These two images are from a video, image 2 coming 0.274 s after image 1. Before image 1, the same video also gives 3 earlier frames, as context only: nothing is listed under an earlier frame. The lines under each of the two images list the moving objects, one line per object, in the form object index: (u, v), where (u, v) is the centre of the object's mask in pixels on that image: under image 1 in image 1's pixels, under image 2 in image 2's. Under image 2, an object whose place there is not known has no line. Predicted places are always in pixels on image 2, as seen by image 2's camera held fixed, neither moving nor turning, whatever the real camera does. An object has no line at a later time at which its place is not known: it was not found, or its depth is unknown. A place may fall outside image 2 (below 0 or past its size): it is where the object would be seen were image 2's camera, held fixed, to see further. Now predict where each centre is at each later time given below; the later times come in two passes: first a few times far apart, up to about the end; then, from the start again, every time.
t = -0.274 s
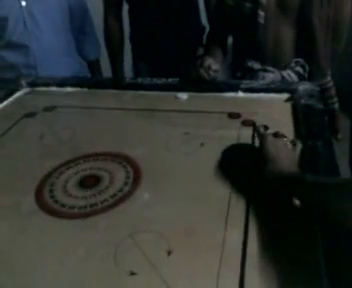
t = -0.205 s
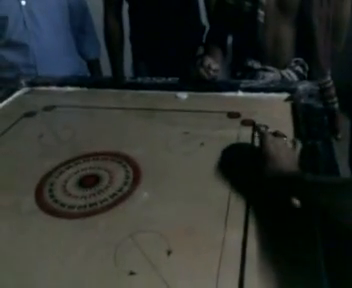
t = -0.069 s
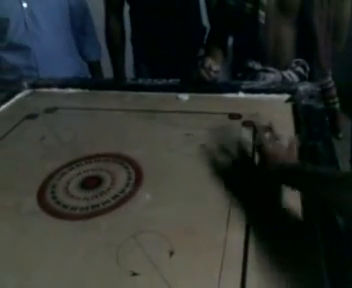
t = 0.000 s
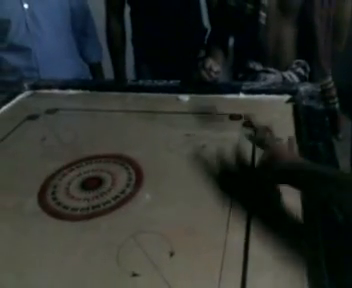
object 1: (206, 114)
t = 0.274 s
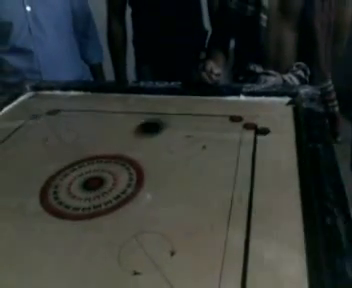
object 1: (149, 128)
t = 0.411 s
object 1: (131, 139)
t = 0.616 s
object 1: (121, 145)
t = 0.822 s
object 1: (121, 145)
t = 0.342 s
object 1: (139, 135)
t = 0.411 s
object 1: (131, 139)
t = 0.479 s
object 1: (124, 143)
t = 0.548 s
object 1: (122, 144)
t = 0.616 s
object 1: (121, 145)
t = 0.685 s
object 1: (121, 145)
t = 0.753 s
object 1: (120, 145)
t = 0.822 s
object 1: (121, 145)
